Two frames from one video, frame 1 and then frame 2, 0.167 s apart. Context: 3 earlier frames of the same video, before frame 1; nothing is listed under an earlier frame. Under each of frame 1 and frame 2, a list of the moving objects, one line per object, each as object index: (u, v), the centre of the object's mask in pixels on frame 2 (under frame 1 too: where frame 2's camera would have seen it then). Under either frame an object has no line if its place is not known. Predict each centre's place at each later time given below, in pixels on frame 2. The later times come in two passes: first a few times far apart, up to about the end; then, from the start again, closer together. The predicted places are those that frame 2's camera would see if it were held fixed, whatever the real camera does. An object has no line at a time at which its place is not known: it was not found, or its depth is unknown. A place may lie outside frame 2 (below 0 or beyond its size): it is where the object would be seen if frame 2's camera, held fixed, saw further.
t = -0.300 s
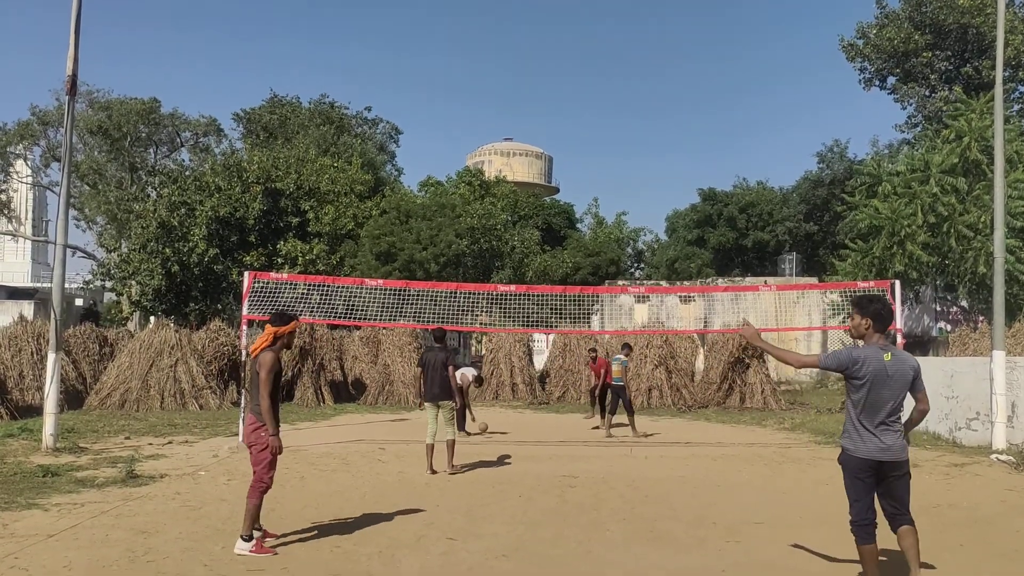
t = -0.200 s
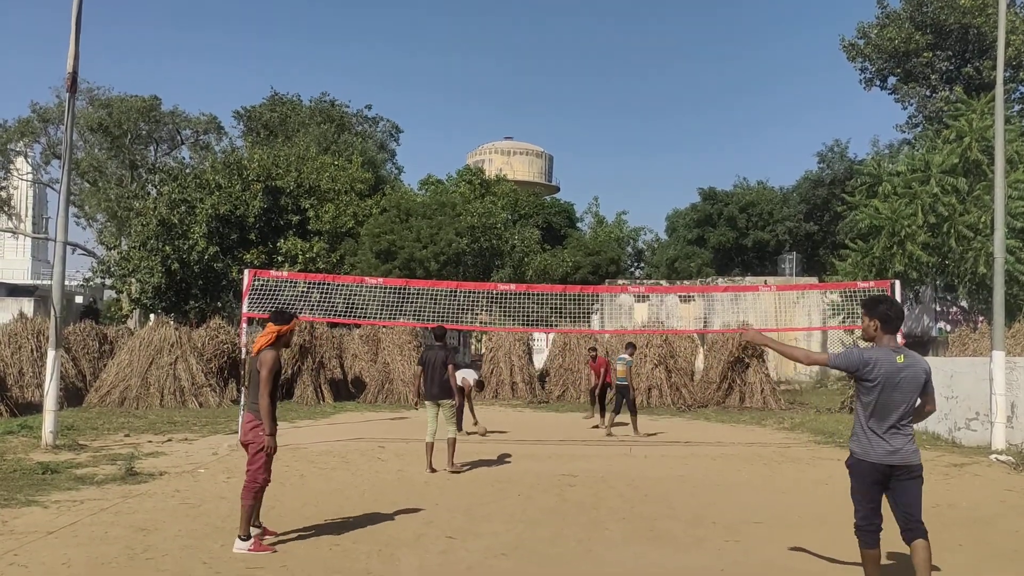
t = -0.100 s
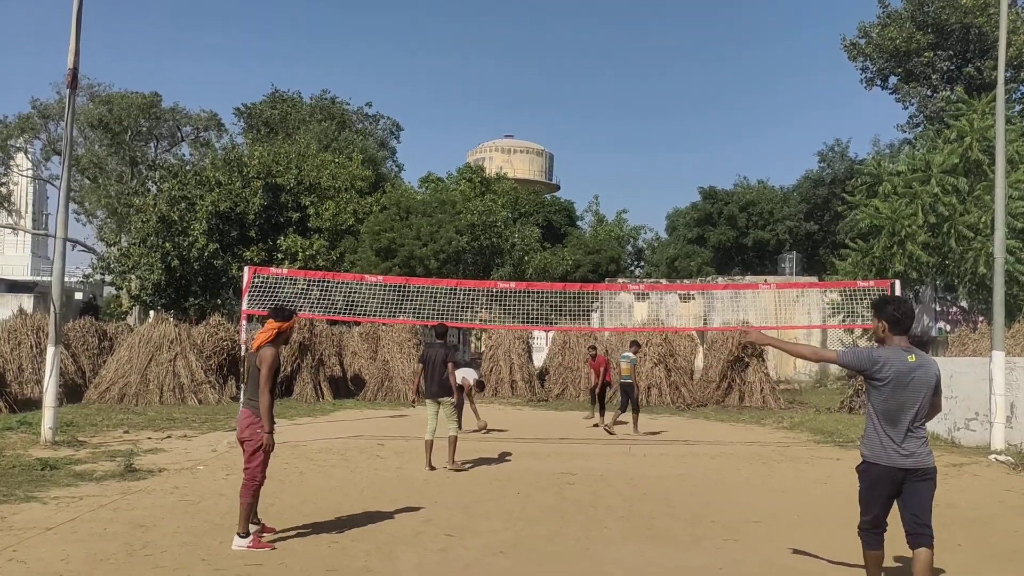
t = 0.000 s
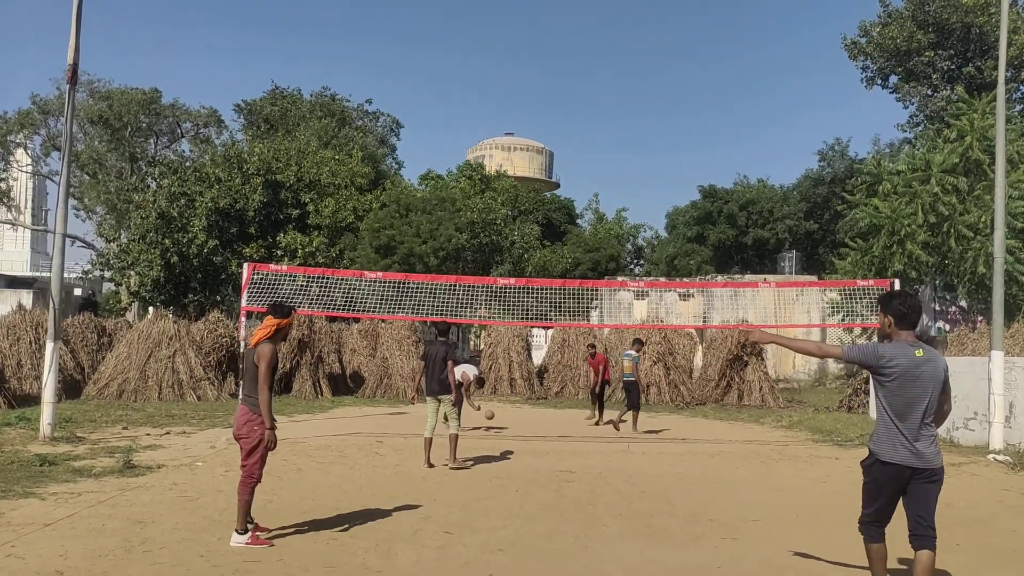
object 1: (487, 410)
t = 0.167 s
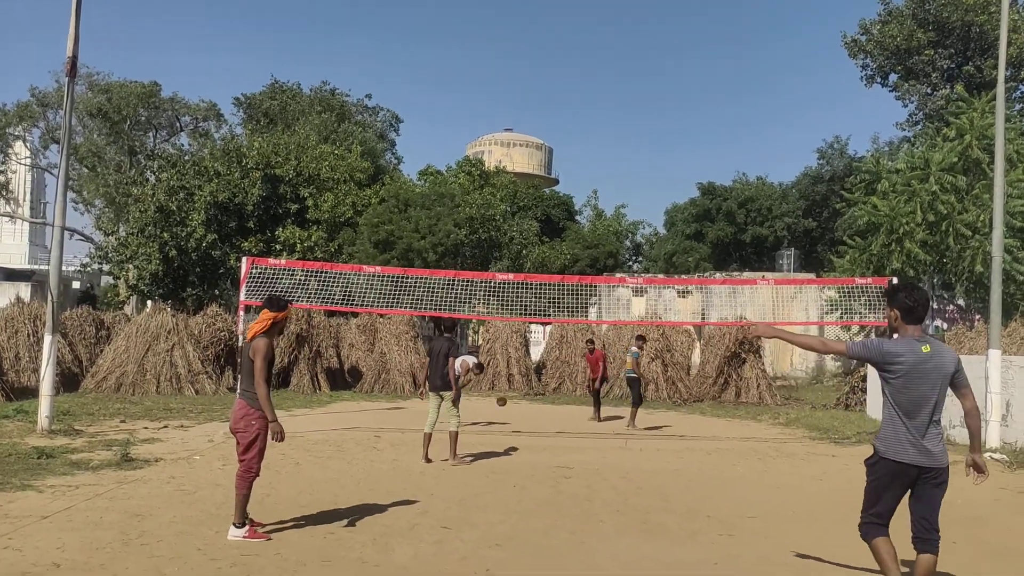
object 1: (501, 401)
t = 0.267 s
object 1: (511, 403)
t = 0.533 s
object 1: (537, 441)
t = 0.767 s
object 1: (566, 446)
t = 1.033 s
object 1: (604, 457)
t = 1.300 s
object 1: (647, 464)
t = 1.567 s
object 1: (696, 478)
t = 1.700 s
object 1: (722, 484)
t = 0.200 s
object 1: (504, 402)
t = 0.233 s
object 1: (508, 402)
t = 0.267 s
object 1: (511, 403)
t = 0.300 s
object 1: (514, 406)
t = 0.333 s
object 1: (517, 409)
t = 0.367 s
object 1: (520, 413)
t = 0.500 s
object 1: (534, 438)
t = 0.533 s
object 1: (537, 441)
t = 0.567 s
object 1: (541, 439)
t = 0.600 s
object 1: (546, 438)
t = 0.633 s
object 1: (549, 438)
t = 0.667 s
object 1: (553, 439)
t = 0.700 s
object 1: (557, 440)
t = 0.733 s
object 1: (562, 443)
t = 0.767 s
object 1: (566, 446)
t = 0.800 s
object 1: (570, 451)
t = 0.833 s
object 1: (574, 449)
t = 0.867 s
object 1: (579, 448)
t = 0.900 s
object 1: (584, 448)
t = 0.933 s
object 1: (589, 449)
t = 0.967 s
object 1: (593, 450)
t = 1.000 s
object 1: (599, 453)
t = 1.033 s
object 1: (604, 457)
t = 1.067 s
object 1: (608, 457)
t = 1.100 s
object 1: (614, 455)
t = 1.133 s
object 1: (619, 454)
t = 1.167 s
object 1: (625, 455)
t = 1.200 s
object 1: (630, 456)
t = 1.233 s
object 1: (635, 458)
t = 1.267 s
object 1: (641, 462)
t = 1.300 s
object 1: (647, 464)
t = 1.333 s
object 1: (653, 465)
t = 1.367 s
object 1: (659, 467)
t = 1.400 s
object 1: (665, 469)
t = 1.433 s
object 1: (671, 470)
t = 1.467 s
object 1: (677, 471)
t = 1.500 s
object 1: (683, 473)
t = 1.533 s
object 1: (690, 476)
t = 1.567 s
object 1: (696, 478)
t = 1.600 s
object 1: (702, 480)
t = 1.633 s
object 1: (709, 481)
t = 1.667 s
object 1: (716, 483)
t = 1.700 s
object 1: (722, 484)
